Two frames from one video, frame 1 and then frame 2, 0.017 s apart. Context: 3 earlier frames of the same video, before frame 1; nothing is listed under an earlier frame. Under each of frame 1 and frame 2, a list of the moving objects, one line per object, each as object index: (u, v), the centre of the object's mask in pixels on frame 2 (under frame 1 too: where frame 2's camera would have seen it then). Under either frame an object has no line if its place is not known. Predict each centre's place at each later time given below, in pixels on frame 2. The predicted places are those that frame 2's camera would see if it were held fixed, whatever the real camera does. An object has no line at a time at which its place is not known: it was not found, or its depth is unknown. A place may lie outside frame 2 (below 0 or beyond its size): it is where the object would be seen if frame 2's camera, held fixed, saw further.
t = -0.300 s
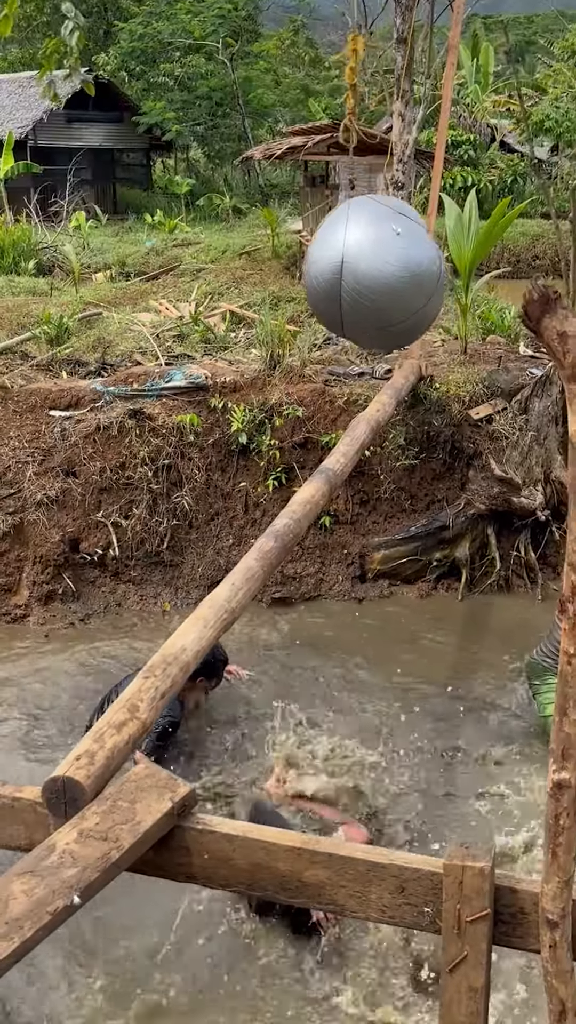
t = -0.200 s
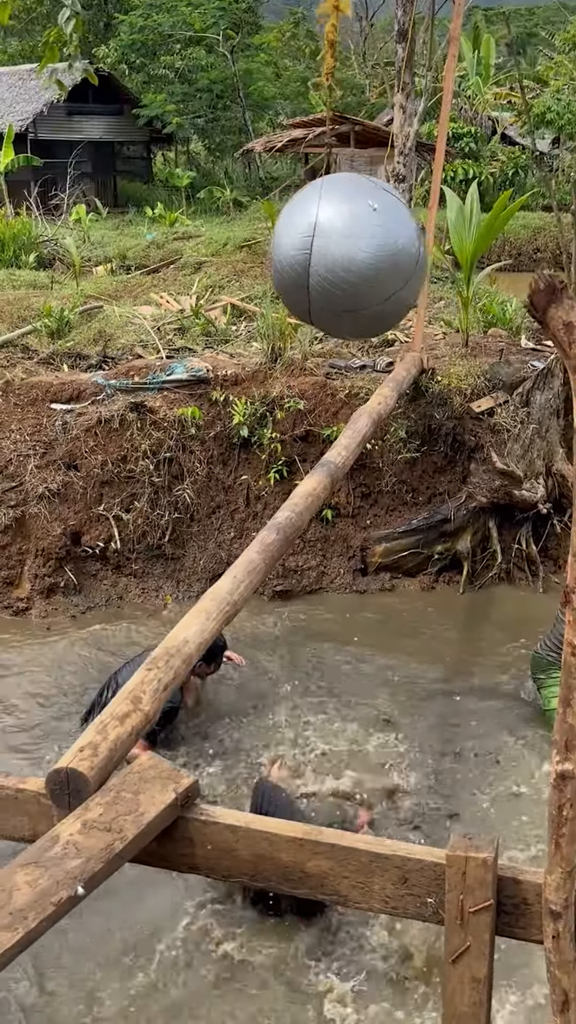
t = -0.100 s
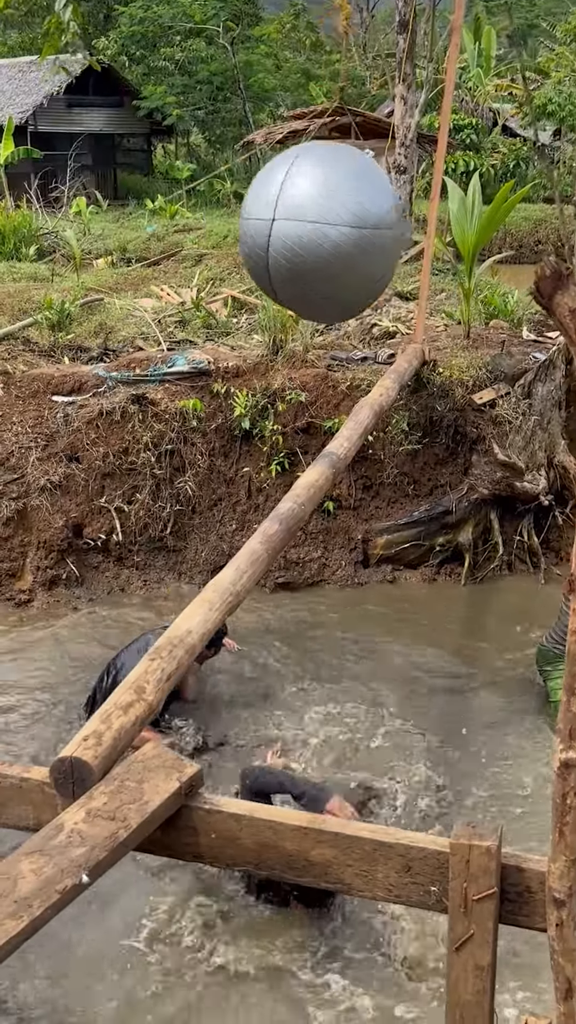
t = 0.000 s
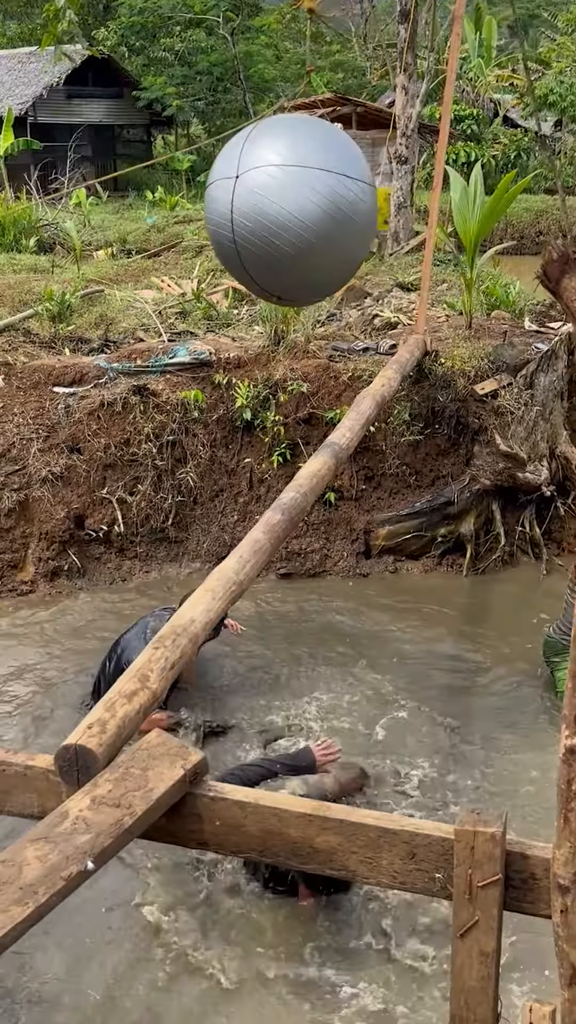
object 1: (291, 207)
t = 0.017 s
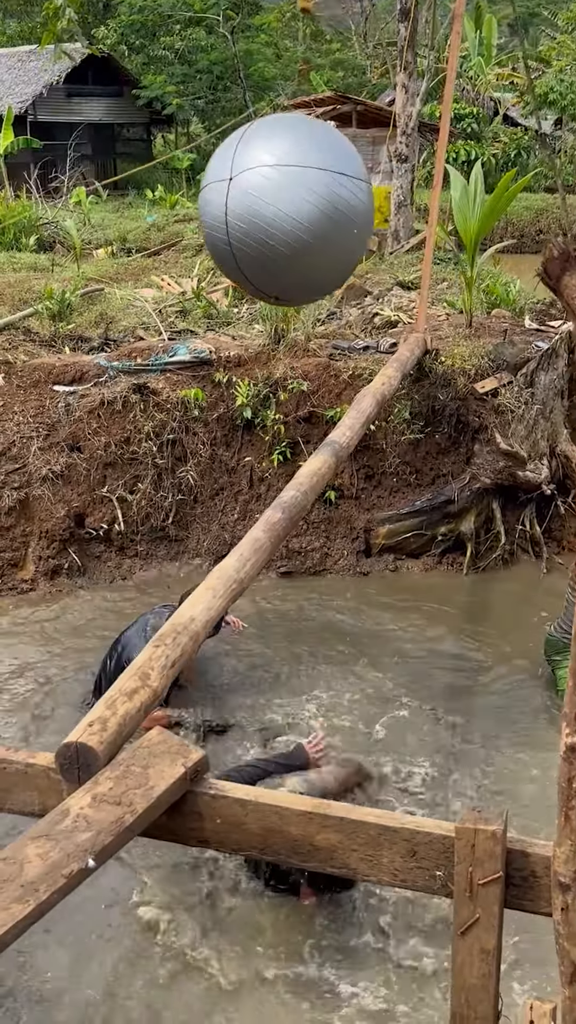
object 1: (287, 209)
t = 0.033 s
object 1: (282, 211)
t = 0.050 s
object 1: (276, 213)
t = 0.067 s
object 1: (272, 216)
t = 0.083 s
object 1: (266, 219)
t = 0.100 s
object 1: (261, 222)
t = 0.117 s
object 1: (256, 226)
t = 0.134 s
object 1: (251, 230)
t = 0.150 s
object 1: (245, 234)
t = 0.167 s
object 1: (240, 238)
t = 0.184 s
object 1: (234, 242)
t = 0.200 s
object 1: (228, 245)
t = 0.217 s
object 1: (223, 248)
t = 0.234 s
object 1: (216, 252)
